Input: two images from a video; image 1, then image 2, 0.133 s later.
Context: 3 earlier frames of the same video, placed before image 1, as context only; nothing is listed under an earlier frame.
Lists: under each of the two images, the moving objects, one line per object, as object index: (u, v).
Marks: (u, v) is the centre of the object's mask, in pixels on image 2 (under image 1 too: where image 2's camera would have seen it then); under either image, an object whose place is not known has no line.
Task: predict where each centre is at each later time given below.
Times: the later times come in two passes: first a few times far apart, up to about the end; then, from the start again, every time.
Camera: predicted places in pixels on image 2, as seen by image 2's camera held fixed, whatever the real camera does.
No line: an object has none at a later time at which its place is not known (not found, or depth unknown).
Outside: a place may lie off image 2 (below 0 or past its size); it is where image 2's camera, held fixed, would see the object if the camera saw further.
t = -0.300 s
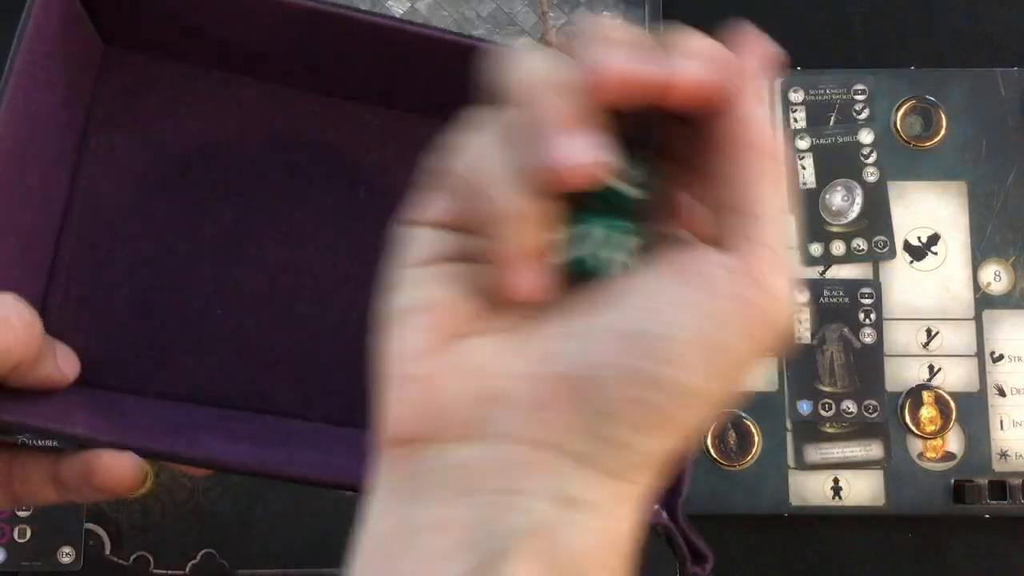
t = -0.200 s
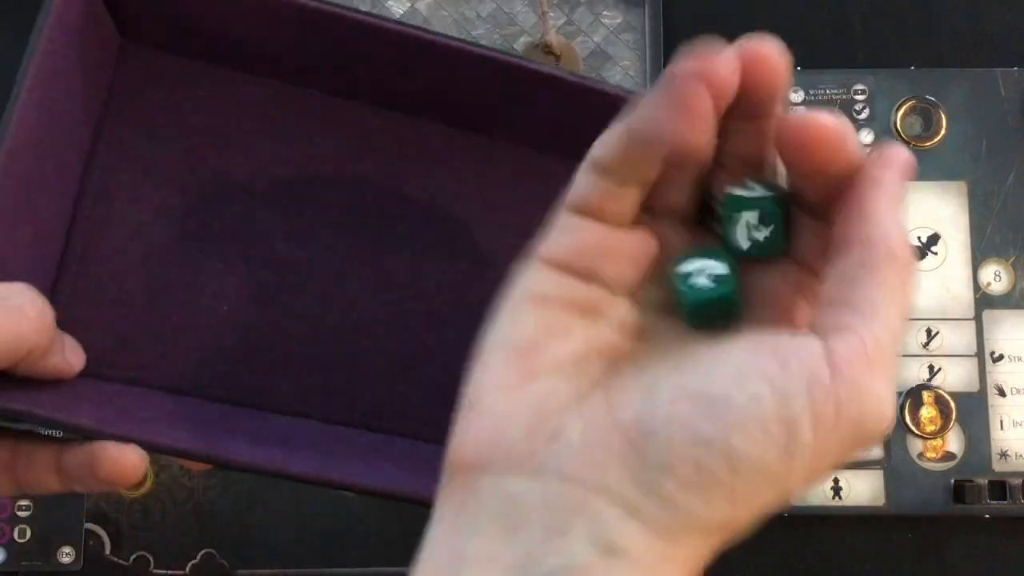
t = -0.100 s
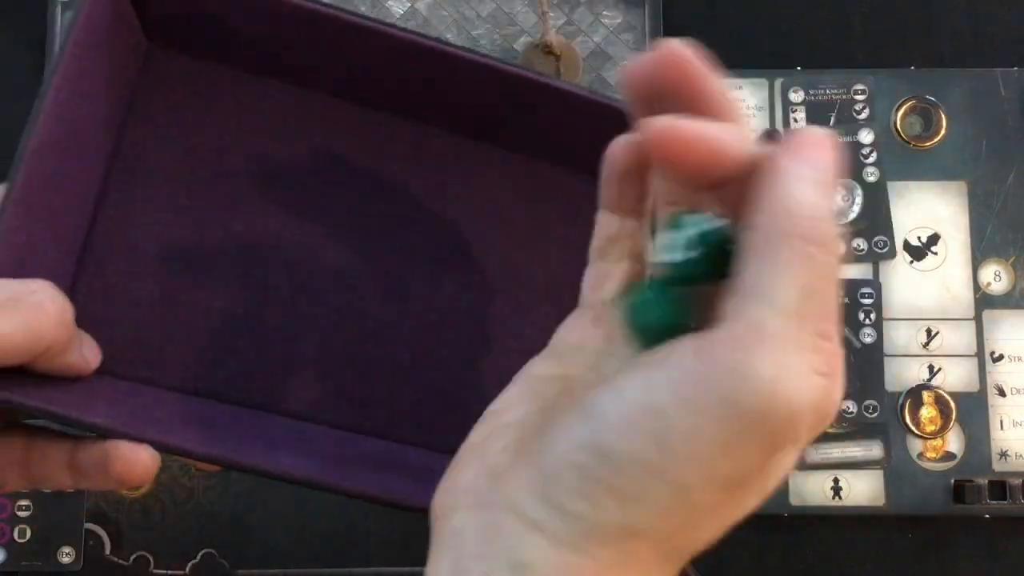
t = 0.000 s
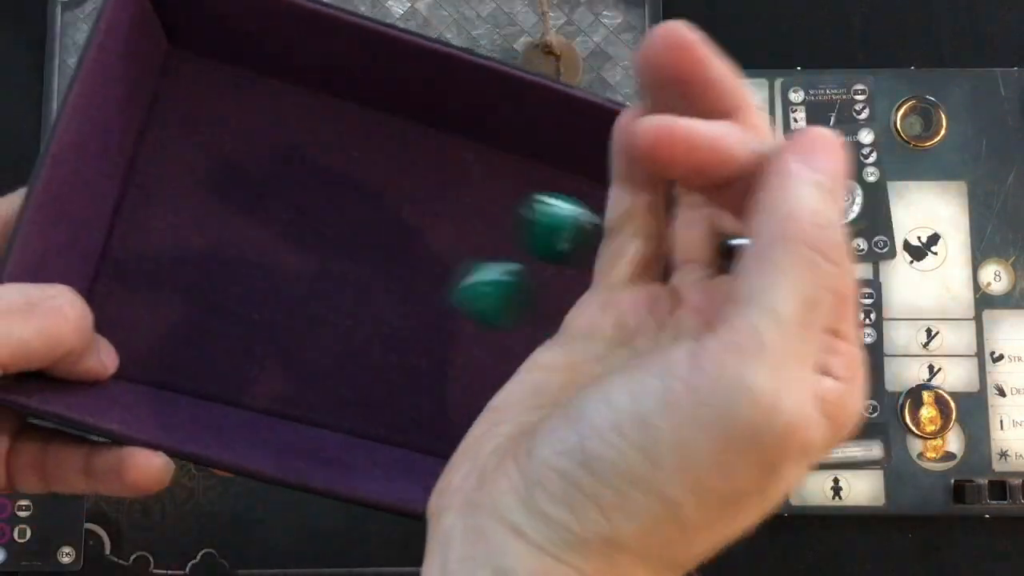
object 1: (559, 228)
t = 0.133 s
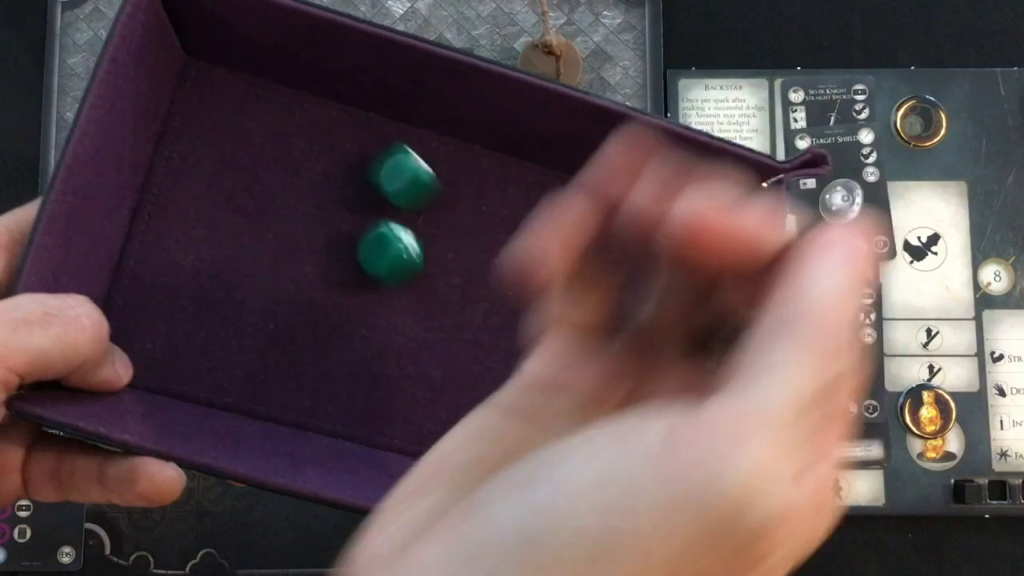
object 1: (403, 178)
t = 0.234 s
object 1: (369, 128)
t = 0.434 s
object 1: (400, 132)
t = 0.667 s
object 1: (440, 155)
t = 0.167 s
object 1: (384, 161)
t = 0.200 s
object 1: (374, 148)
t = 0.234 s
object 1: (369, 128)
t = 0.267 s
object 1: (371, 118)
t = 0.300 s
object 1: (373, 119)
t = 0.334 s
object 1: (378, 122)
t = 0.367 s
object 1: (385, 128)
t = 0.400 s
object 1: (392, 131)
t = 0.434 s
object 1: (400, 132)
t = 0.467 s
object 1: (411, 131)
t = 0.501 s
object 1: (425, 138)
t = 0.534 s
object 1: (433, 143)
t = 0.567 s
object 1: (437, 148)
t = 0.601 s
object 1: (438, 151)
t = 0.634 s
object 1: (439, 152)
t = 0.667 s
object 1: (440, 155)
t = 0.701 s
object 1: (440, 156)
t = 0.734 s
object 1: (441, 158)
